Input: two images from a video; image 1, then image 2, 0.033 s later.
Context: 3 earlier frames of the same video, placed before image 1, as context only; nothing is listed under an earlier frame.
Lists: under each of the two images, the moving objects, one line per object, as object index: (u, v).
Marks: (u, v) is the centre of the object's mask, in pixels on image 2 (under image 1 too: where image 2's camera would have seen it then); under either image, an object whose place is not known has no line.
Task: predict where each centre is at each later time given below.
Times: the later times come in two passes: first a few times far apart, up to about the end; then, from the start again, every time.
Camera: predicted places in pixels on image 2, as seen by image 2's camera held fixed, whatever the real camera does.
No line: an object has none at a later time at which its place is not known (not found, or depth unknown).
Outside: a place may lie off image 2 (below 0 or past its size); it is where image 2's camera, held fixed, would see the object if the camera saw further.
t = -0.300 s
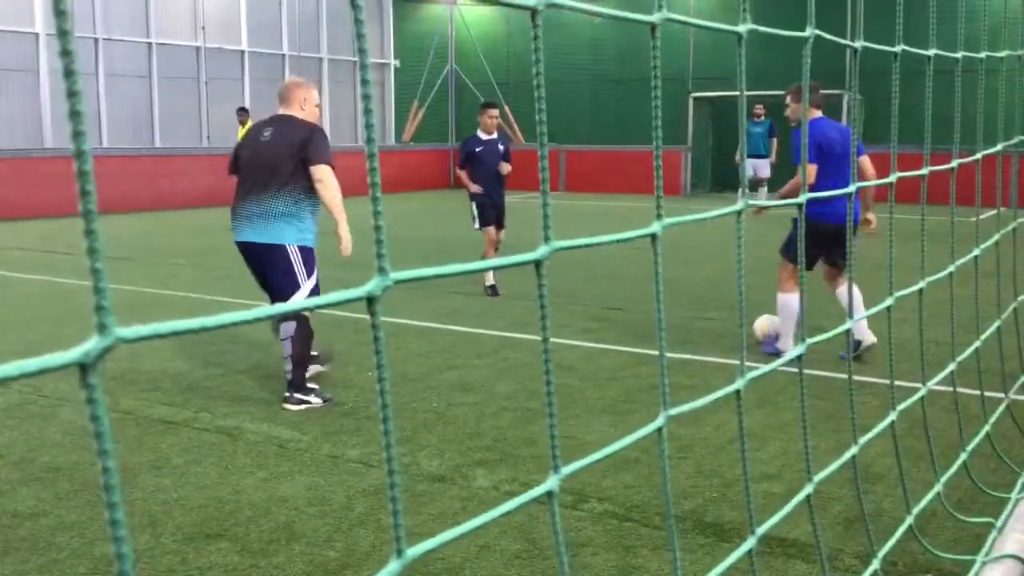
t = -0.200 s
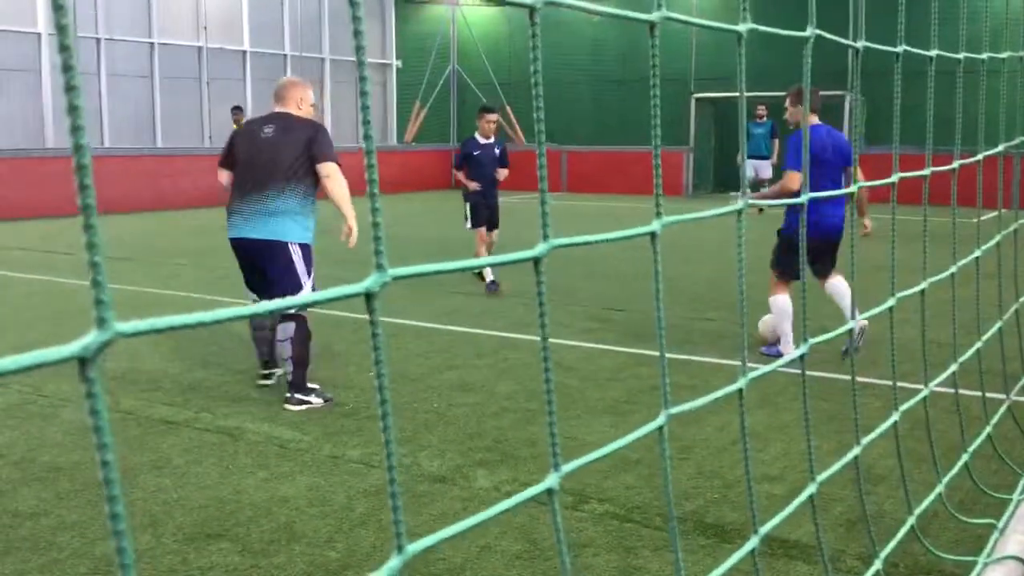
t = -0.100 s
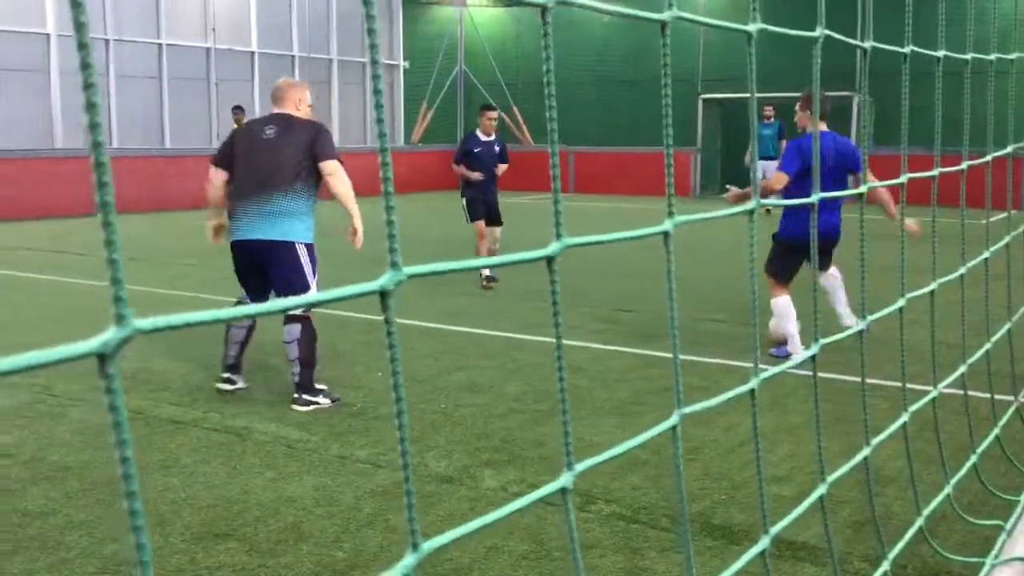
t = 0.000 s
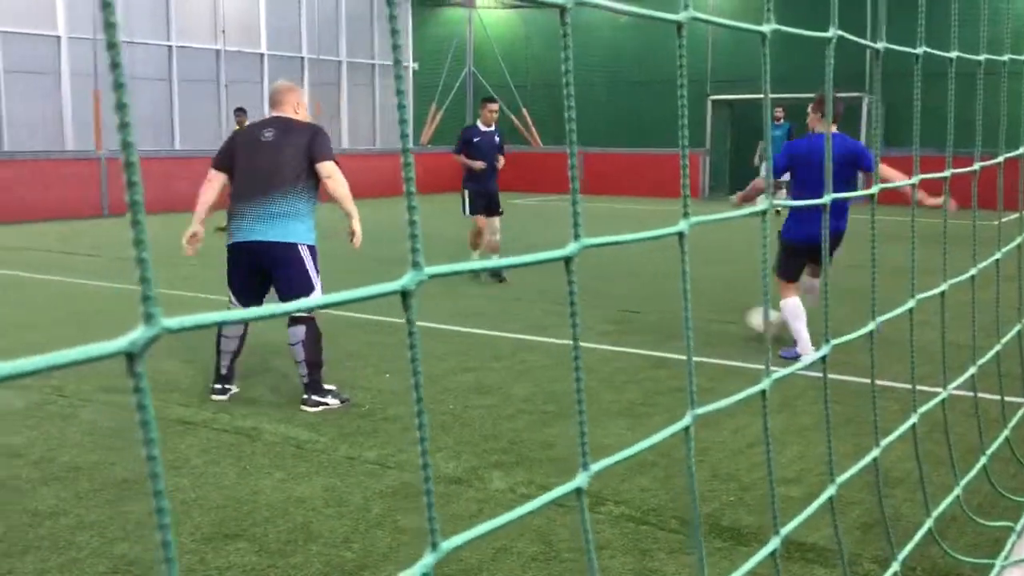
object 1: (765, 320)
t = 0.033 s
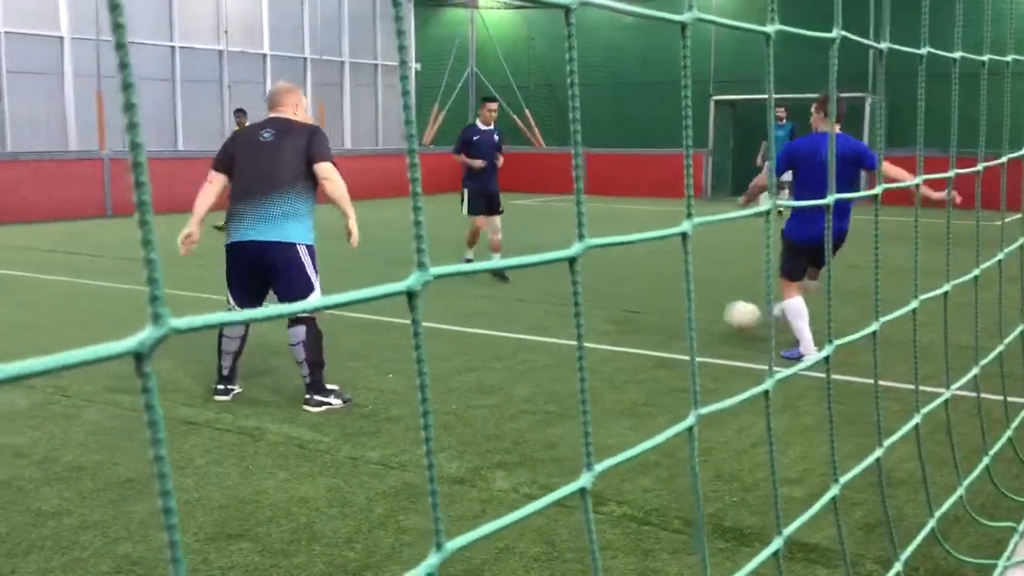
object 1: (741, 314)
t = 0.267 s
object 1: (595, 297)
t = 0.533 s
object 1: (473, 288)
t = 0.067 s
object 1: (717, 310)
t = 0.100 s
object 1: (695, 307)
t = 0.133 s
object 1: (668, 305)
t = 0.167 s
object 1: (646, 305)
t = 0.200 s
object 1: (624, 307)
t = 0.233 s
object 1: (608, 302)
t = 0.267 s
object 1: (595, 297)
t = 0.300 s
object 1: (573, 294)
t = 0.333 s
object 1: (558, 293)
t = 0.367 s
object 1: (544, 294)
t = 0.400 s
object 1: (529, 295)
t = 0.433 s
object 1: (514, 292)
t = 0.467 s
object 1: (500, 290)
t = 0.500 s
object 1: (486, 289)
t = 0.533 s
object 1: (473, 288)
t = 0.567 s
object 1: (460, 286)
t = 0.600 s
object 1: (447, 285)
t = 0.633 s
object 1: (440, 285)
